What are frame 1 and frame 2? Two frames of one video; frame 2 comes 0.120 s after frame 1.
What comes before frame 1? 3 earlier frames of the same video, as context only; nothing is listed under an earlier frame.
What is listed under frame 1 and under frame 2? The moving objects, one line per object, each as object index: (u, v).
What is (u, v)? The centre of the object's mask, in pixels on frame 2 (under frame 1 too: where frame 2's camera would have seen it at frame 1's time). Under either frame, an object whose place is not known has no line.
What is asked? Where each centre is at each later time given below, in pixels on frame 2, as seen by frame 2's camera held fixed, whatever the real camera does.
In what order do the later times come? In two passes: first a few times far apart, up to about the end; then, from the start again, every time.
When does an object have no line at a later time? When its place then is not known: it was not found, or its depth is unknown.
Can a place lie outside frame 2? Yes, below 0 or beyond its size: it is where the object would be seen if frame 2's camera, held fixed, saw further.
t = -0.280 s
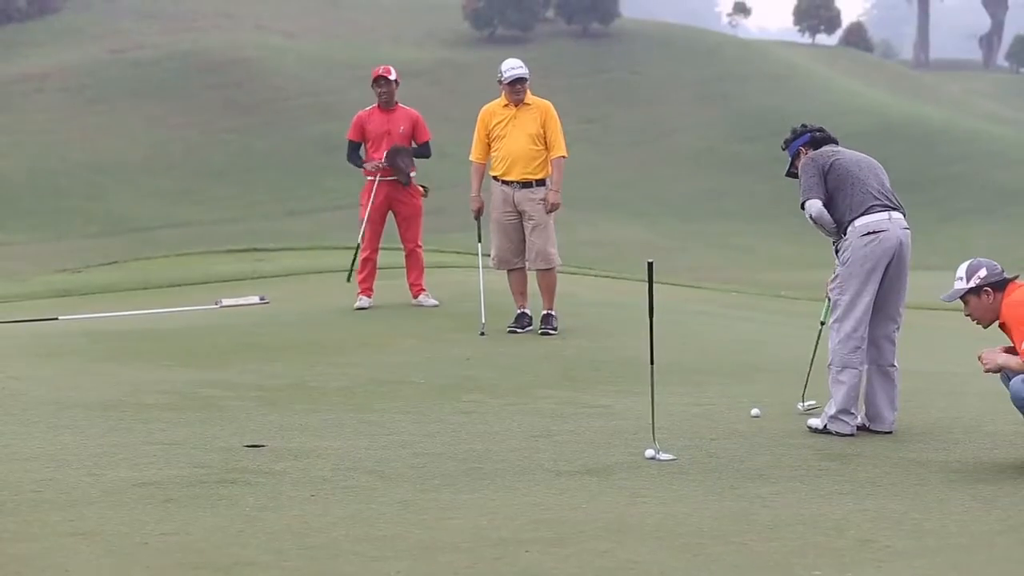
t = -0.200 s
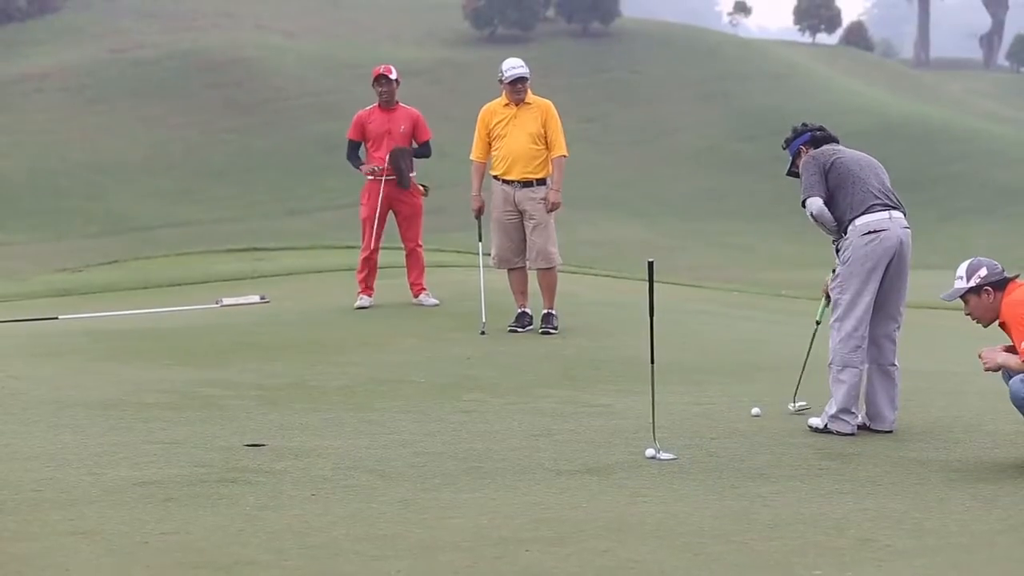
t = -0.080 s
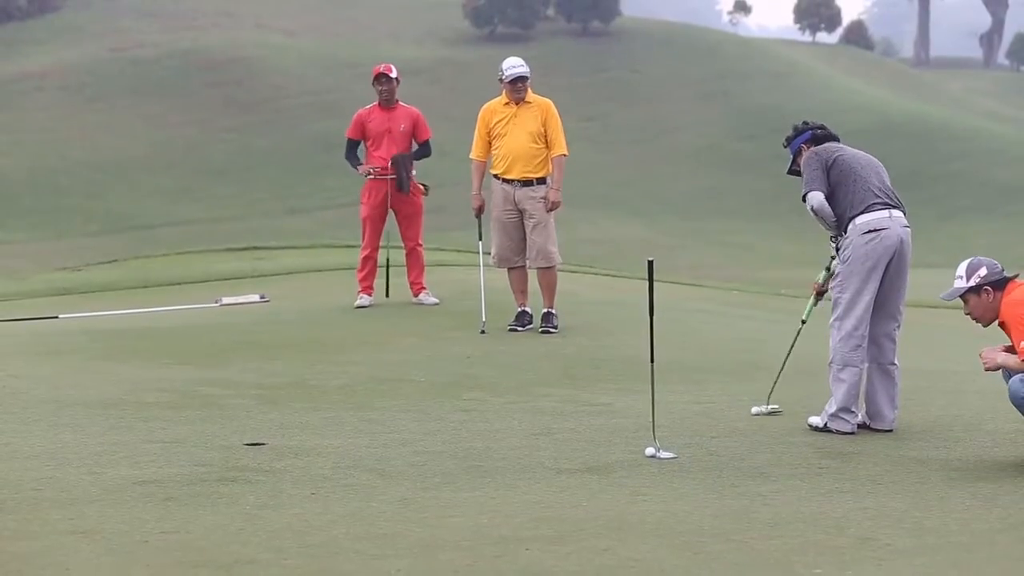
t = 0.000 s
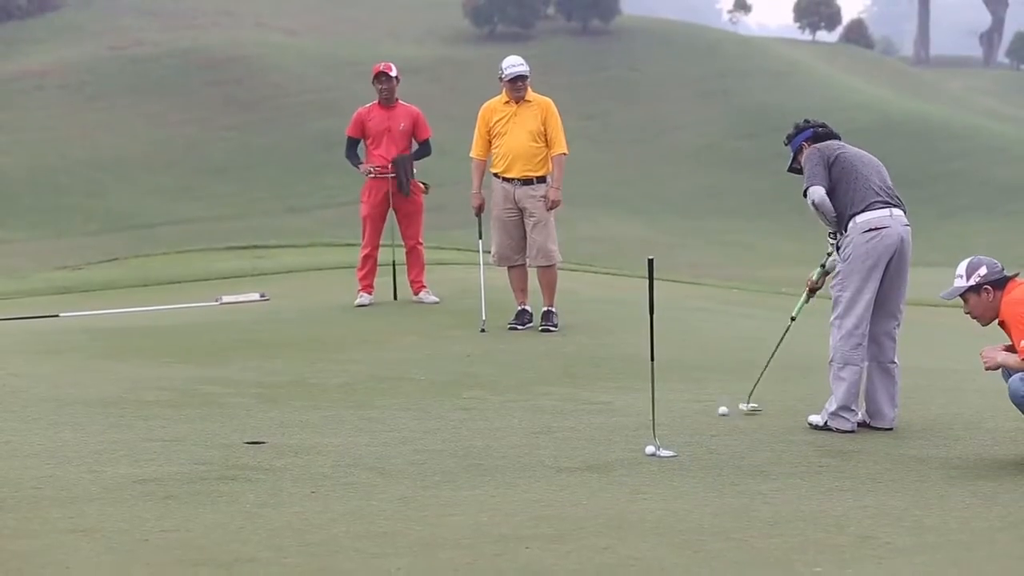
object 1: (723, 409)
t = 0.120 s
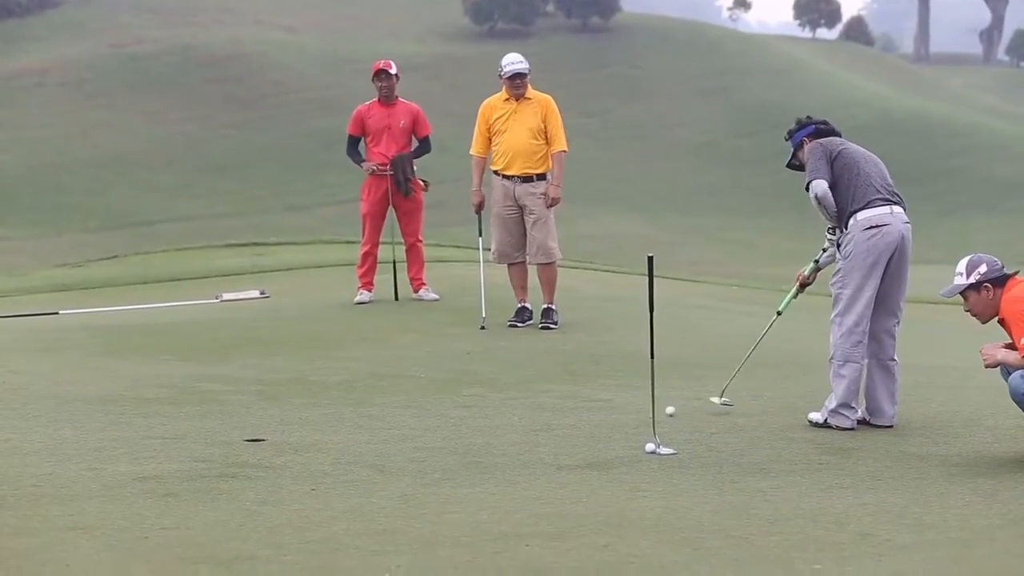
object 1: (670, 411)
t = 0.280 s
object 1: (614, 415)
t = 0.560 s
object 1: (527, 420)
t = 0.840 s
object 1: (450, 425)
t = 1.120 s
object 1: (380, 429)
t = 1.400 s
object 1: (320, 432)
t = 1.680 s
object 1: (271, 436)
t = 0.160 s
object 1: (654, 413)
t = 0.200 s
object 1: (641, 413)
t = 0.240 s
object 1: (627, 414)
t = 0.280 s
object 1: (614, 415)
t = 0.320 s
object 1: (601, 415)
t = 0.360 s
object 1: (588, 416)
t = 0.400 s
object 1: (576, 417)
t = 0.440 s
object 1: (563, 417)
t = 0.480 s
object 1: (551, 418)
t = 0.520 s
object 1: (539, 419)
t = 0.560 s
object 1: (527, 420)
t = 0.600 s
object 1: (516, 420)
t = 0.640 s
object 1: (504, 421)
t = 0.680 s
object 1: (493, 422)
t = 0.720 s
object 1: (482, 423)
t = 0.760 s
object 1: (471, 424)
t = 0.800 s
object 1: (460, 424)
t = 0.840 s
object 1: (450, 425)
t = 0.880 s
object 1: (439, 426)
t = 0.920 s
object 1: (429, 426)
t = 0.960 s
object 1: (419, 427)
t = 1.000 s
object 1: (409, 427)
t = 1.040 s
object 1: (399, 428)
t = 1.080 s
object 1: (389, 428)
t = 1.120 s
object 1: (380, 429)
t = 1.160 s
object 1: (371, 429)
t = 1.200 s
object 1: (361, 430)
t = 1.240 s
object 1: (353, 430)
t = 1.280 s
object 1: (344, 431)
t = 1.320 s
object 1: (336, 431)
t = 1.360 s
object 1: (328, 432)
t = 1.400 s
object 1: (320, 432)
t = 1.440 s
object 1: (312, 433)
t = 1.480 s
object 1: (305, 433)
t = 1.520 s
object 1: (297, 434)
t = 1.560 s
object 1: (290, 434)
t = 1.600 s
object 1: (284, 435)
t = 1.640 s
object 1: (277, 435)
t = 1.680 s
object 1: (271, 436)
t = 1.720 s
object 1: (264, 437)
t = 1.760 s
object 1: (258, 440)
